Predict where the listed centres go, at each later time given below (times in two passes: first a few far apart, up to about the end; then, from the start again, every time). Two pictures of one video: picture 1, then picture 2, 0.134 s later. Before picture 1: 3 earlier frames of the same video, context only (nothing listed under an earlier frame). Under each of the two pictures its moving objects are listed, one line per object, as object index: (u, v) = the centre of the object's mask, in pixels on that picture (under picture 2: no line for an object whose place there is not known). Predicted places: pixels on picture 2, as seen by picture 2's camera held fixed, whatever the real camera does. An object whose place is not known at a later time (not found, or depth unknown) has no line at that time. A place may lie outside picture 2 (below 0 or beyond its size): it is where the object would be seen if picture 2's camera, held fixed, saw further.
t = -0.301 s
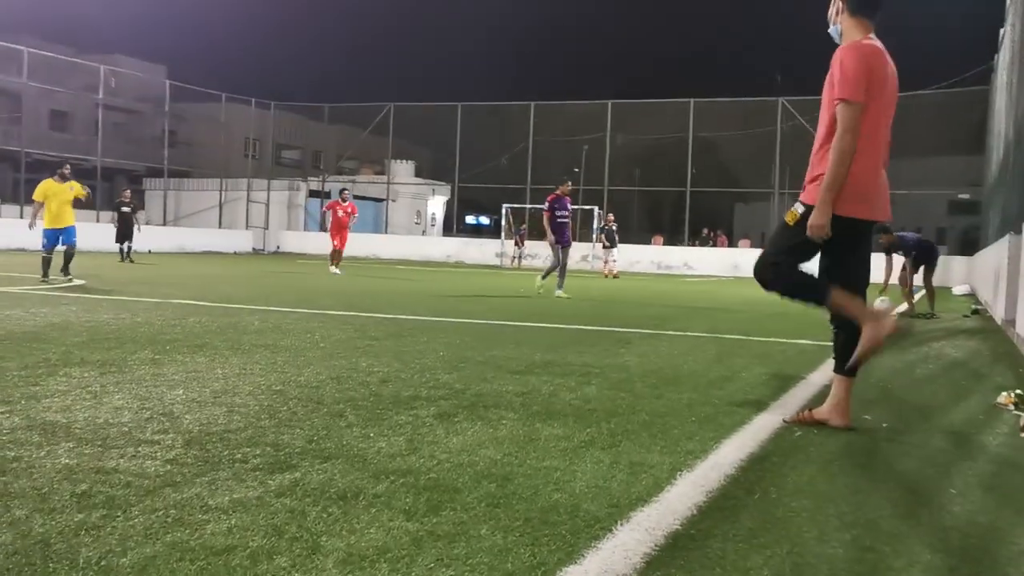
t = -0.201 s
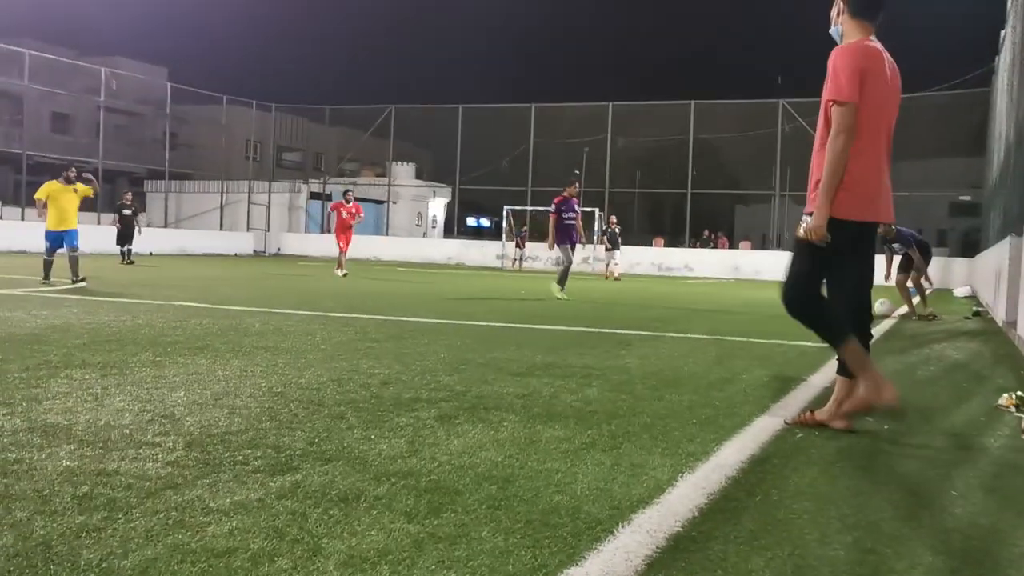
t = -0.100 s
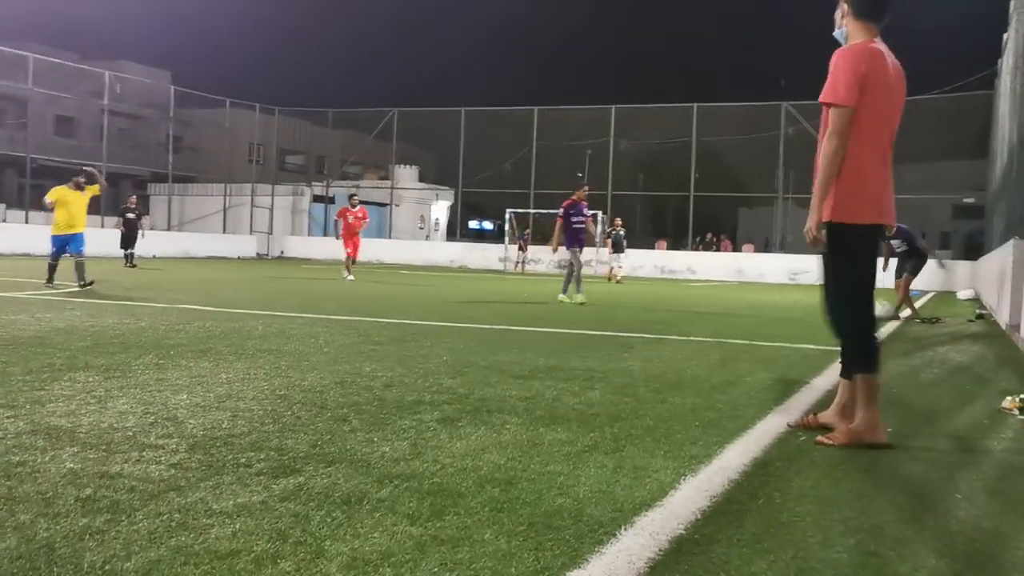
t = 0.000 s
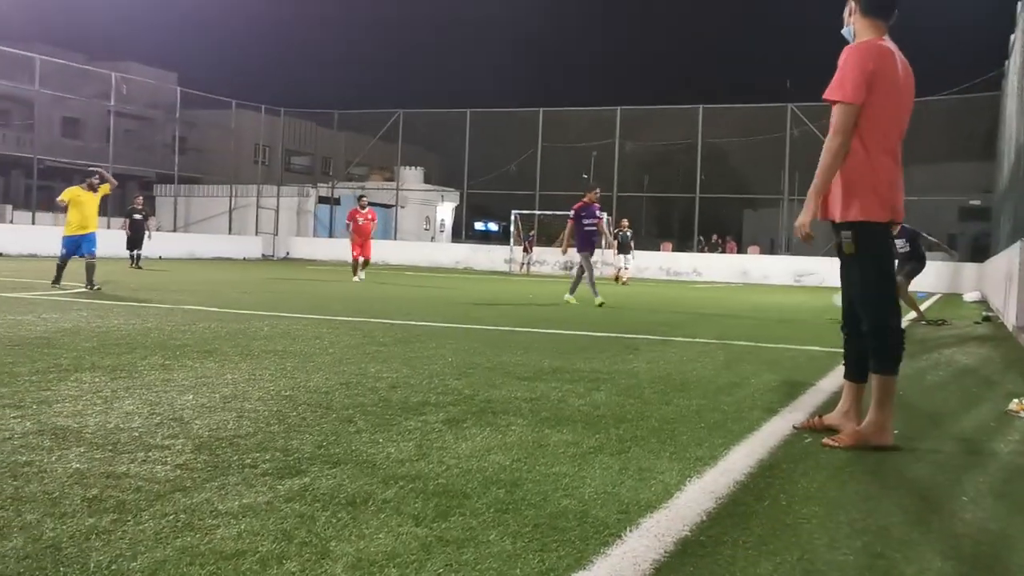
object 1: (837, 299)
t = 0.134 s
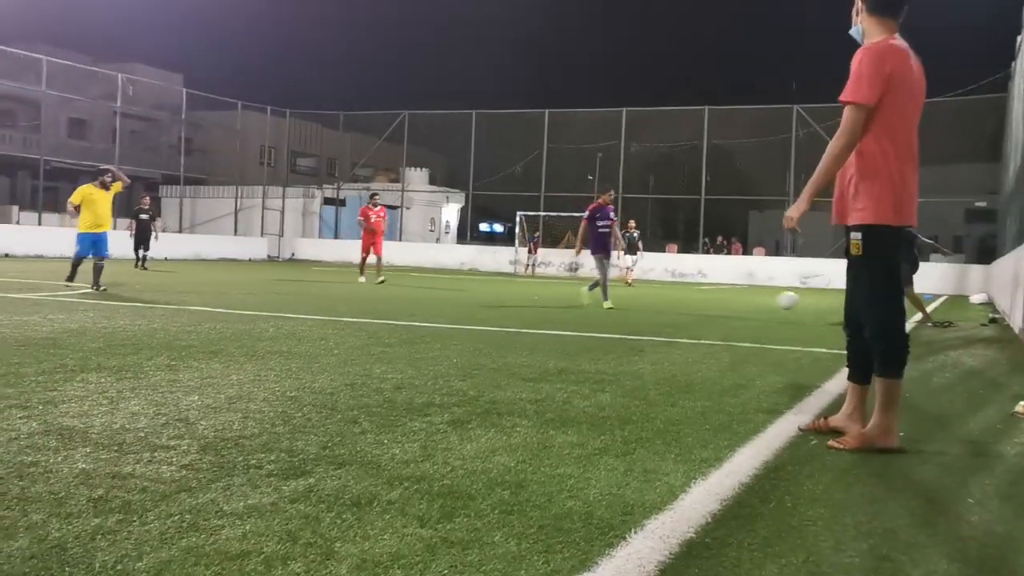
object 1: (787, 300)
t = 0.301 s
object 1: (722, 299)
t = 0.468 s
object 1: (671, 298)
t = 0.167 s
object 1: (771, 302)
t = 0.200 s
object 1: (755, 305)
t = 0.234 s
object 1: (741, 306)
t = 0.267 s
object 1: (731, 303)
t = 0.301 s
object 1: (722, 299)
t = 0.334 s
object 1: (712, 298)
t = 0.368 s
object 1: (701, 296)
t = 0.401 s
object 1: (691, 296)
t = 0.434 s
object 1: (681, 297)
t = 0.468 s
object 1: (671, 298)
